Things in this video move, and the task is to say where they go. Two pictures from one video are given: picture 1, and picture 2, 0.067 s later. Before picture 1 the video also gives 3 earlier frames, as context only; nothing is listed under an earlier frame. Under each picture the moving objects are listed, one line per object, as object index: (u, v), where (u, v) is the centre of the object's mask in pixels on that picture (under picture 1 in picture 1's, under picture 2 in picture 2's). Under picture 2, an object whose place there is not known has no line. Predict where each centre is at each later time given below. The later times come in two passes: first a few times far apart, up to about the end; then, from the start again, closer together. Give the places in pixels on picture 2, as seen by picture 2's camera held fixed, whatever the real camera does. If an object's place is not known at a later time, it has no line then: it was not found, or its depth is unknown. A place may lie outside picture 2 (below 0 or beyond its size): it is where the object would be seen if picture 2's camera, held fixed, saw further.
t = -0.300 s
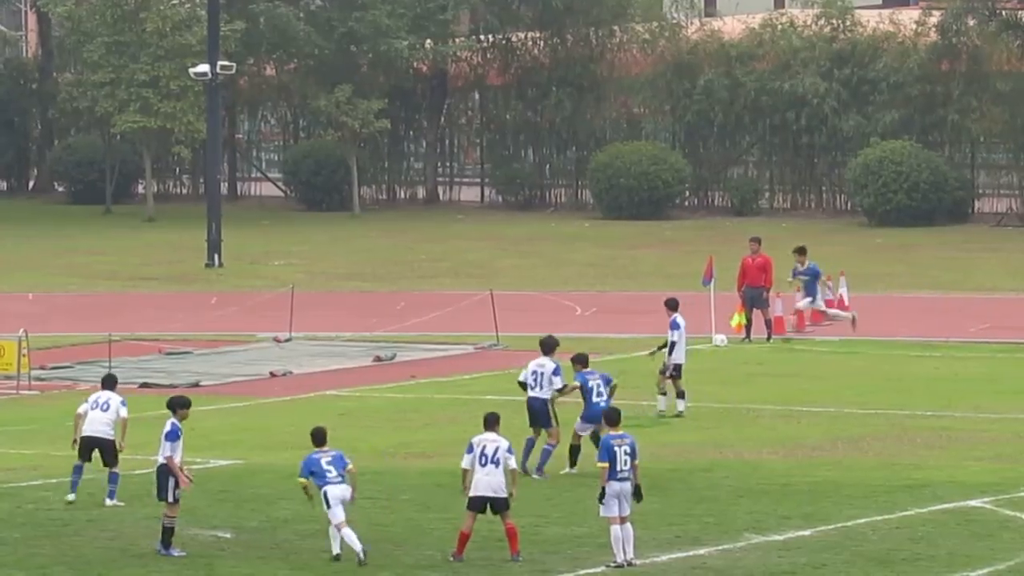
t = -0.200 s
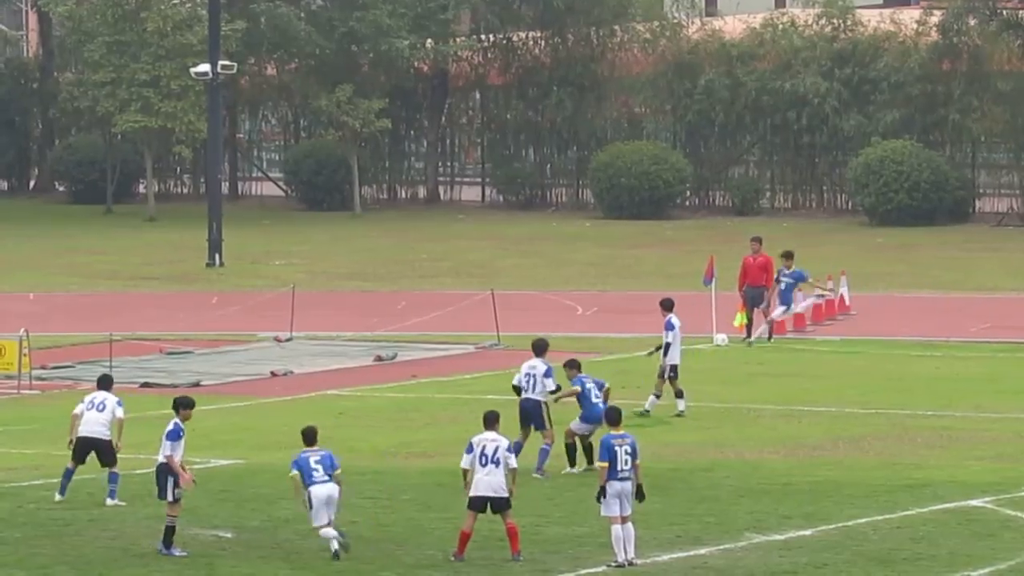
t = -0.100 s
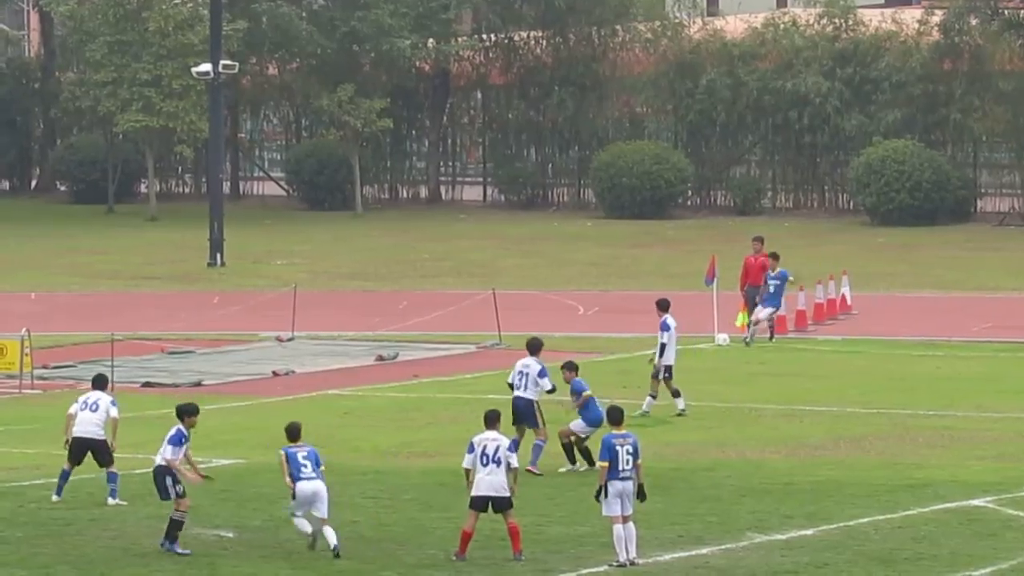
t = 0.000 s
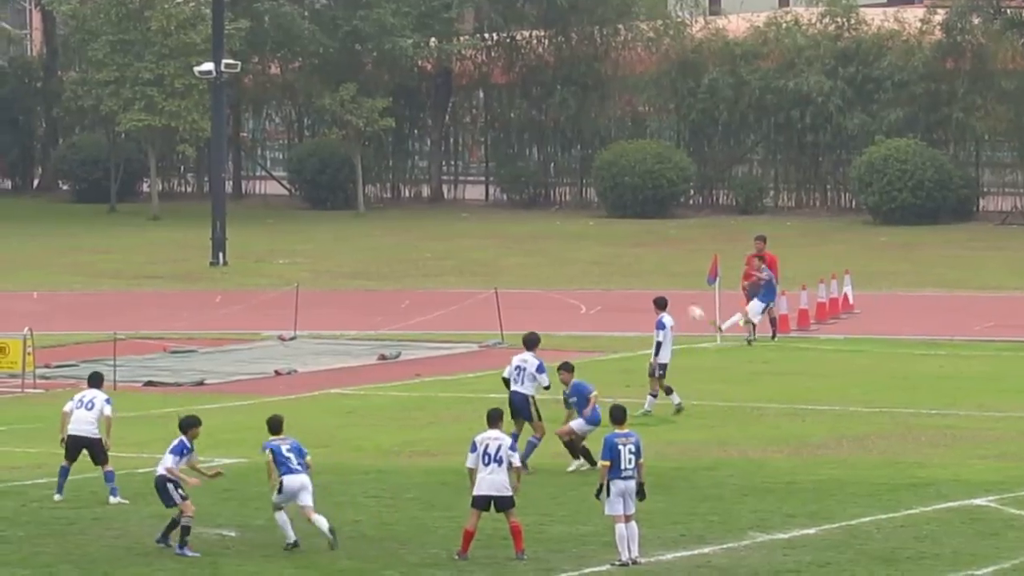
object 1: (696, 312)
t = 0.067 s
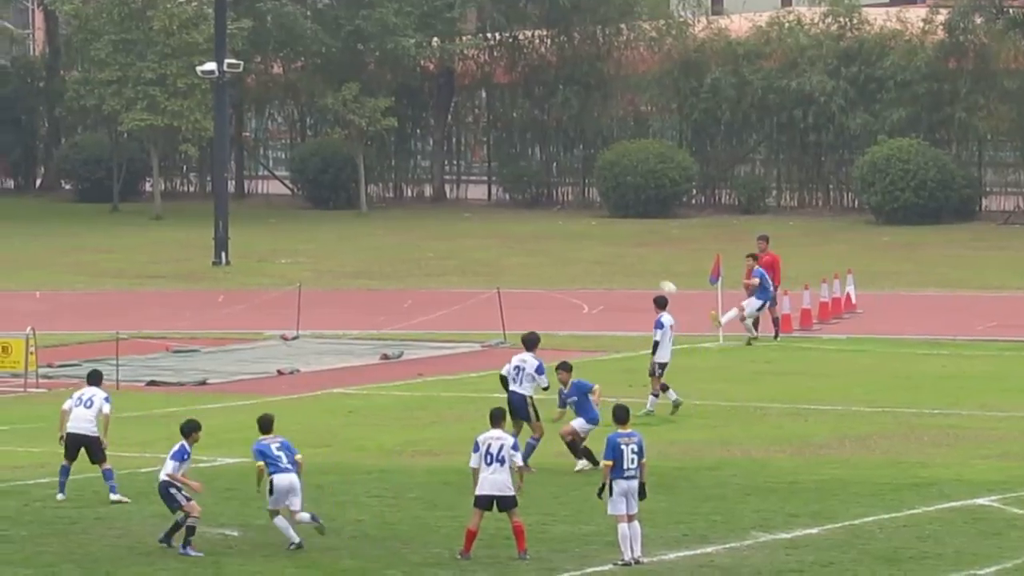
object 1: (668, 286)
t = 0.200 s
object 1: (611, 244)
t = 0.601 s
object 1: (471, 181)
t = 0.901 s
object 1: (387, 199)
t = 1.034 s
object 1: (355, 227)
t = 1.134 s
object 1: (333, 257)
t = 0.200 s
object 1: (611, 244)
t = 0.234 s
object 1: (598, 236)
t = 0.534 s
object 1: (492, 185)
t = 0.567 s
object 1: (481, 182)
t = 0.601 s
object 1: (471, 181)
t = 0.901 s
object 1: (387, 199)
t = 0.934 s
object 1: (379, 205)
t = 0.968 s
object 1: (371, 212)
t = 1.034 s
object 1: (355, 227)
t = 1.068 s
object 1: (348, 236)
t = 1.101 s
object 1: (340, 246)
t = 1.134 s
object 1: (333, 257)
